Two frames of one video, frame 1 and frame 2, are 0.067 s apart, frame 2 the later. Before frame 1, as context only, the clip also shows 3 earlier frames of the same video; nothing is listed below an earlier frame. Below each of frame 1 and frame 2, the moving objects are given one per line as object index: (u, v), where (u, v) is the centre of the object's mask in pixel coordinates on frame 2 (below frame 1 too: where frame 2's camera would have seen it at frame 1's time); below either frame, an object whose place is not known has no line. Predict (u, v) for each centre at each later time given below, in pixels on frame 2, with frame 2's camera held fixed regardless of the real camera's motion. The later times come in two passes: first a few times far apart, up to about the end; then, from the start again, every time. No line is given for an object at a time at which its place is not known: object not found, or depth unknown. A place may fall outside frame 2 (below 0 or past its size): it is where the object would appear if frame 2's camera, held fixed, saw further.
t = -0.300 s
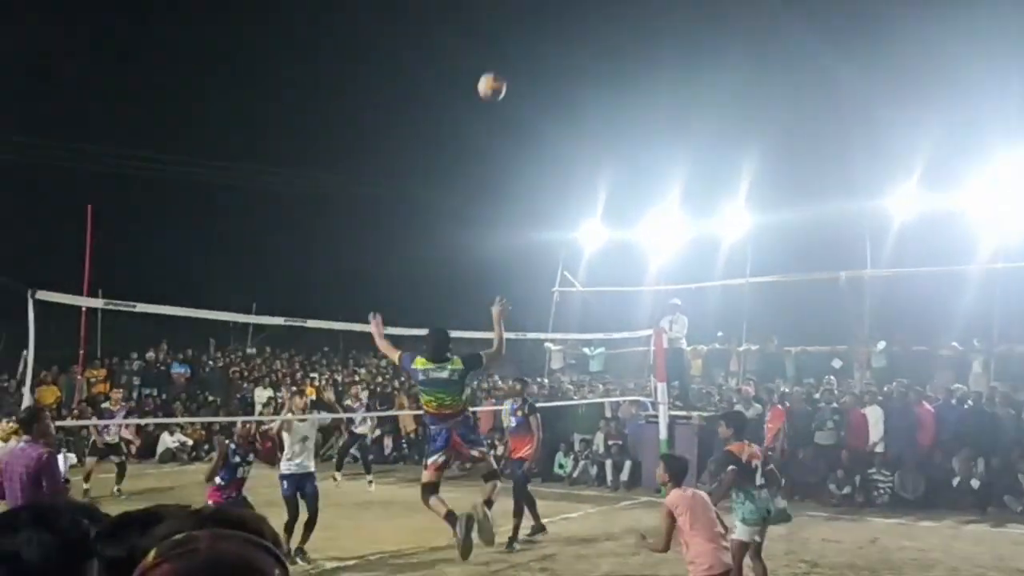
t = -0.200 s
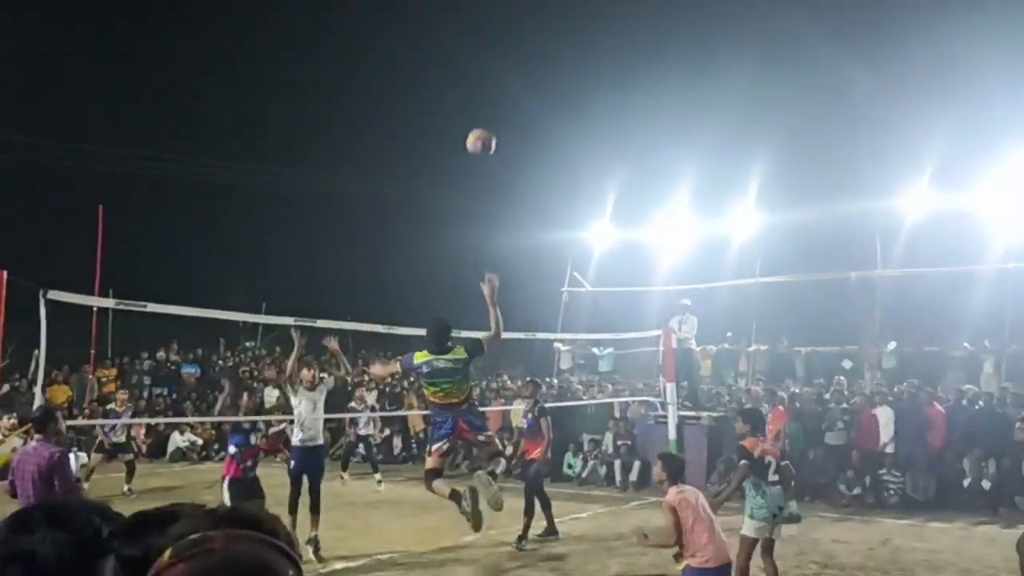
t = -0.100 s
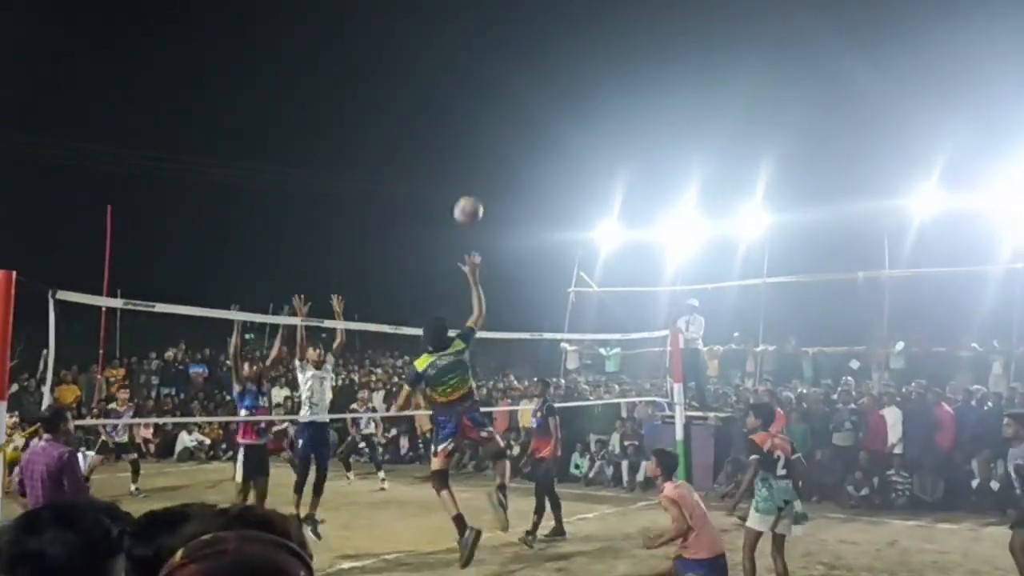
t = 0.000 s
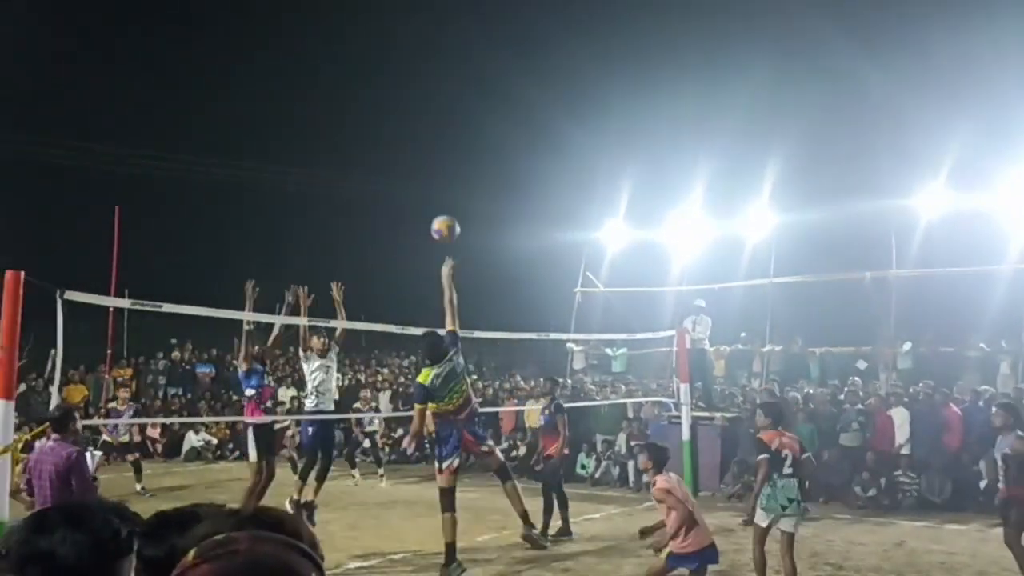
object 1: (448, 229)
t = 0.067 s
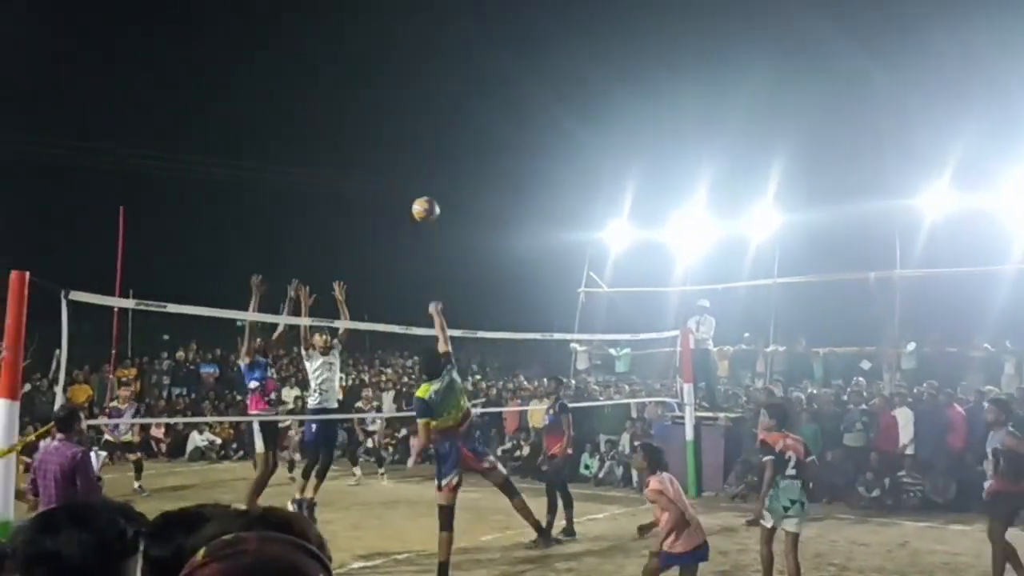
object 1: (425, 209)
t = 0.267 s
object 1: (369, 188)
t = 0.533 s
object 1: (313, 223)
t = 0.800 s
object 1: (270, 307)
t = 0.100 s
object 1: (415, 203)
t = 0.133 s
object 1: (405, 197)
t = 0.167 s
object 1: (394, 192)
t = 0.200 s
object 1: (386, 189)
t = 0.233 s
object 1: (377, 188)
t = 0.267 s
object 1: (369, 188)
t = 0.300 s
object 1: (361, 189)
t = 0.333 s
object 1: (354, 190)
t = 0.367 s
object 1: (346, 194)
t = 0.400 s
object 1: (339, 198)
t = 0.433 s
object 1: (332, 203)
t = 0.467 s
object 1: (325, 209)
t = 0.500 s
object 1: (319, 215)
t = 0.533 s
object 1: (313, 223)
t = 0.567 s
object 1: (307, 231)
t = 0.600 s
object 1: (301, 240)
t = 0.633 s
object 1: (295, 249)
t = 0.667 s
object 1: (290, 260)
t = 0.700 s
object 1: (285, 271)
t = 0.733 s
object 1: (280, 283)
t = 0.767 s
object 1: (274, 296)
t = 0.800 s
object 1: (270, 307)
